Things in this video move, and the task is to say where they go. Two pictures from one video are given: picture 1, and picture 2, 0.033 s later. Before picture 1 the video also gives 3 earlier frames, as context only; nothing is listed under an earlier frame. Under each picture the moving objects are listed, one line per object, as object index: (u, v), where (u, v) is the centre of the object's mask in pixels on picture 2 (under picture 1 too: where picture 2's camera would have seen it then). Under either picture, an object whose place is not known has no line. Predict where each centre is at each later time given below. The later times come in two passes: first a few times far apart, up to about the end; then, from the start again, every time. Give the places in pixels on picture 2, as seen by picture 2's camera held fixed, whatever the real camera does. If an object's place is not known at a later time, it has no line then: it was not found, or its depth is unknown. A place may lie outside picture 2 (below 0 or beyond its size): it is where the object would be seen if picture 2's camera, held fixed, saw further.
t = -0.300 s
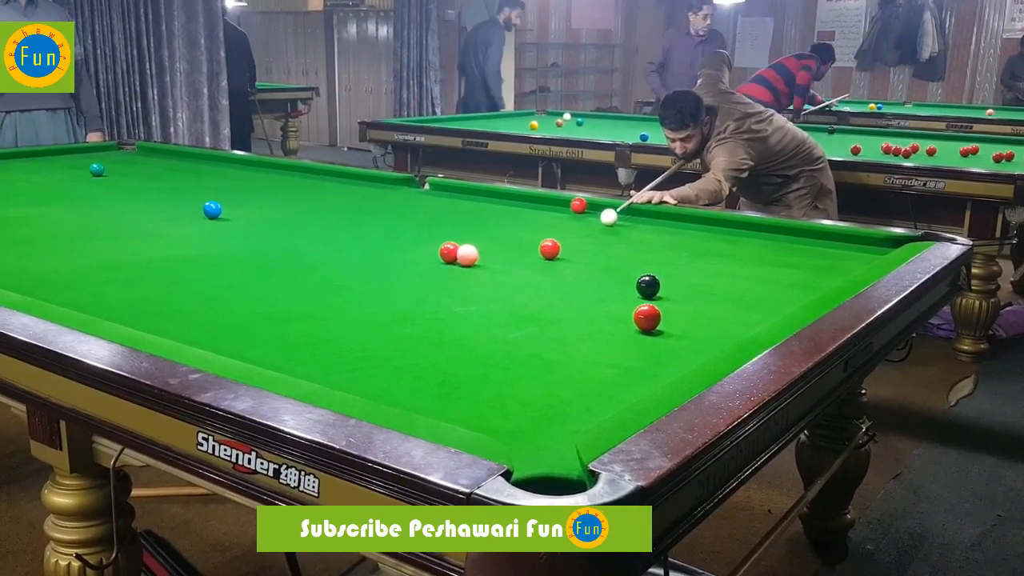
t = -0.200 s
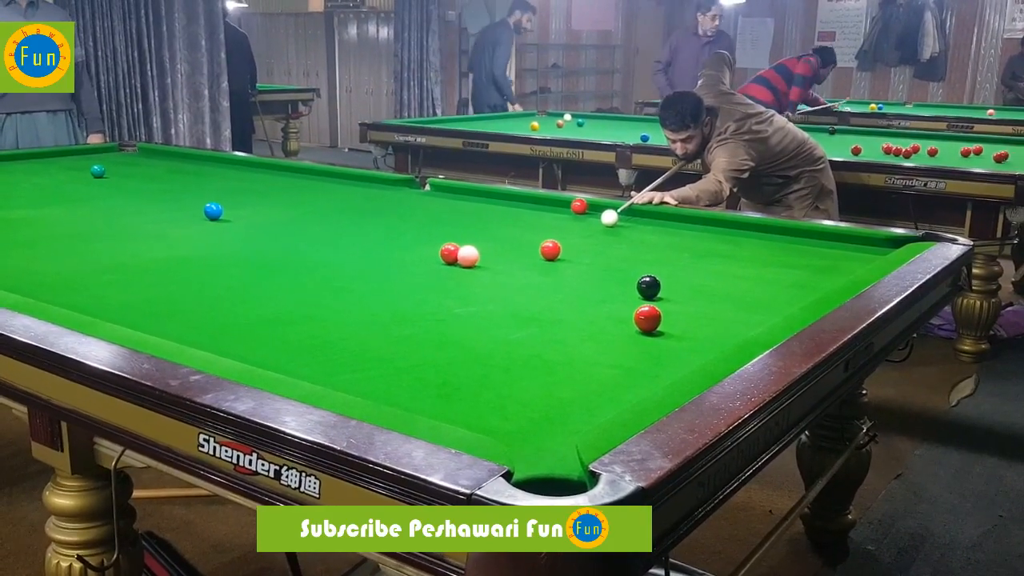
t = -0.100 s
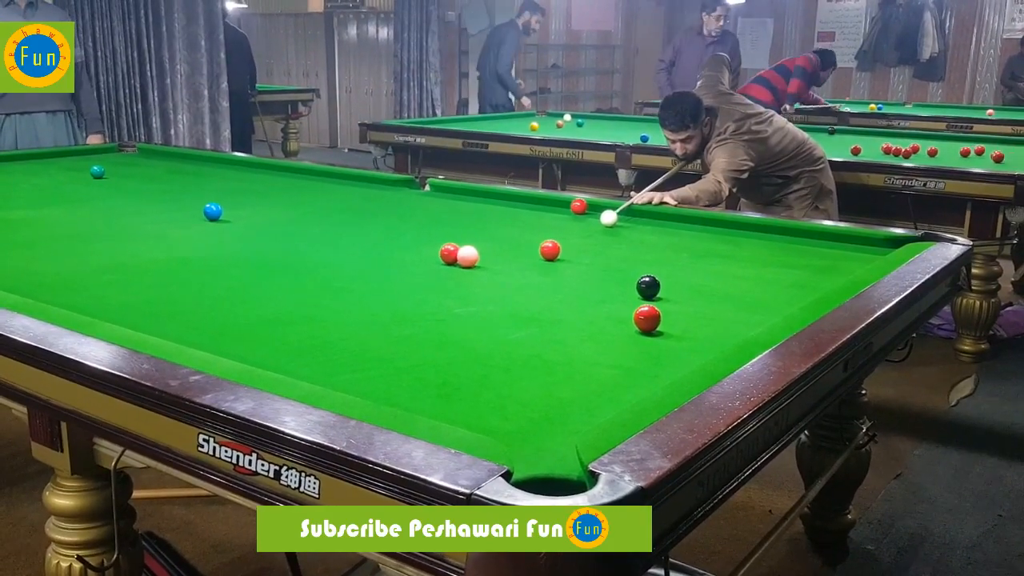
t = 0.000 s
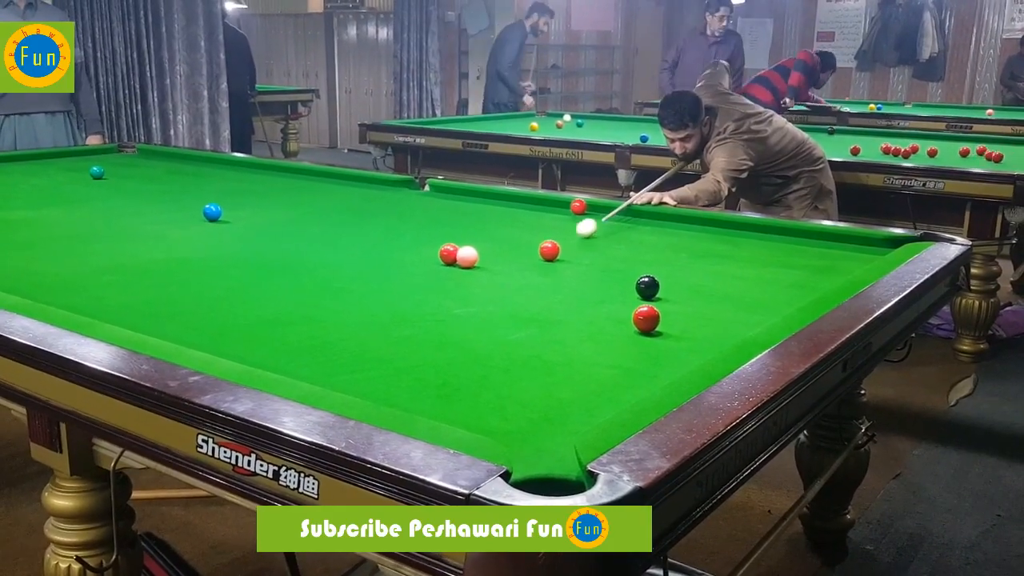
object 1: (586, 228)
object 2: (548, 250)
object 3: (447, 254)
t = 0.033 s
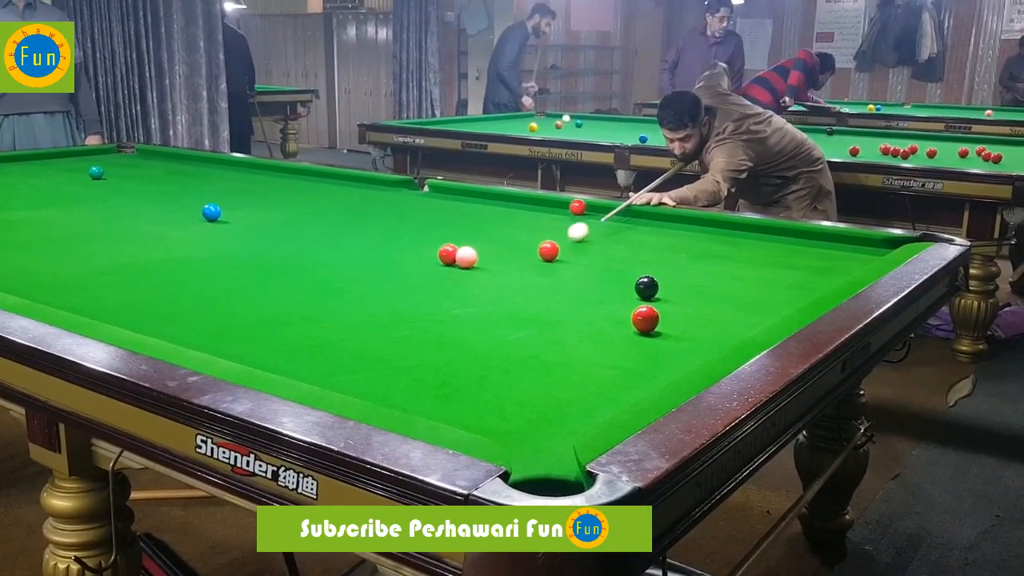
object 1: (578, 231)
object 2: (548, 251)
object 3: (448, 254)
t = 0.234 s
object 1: (529, 246)
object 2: (550, 257)
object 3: (448, 254)
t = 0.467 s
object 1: (468, 246)
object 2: (554, 280)
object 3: (447, 254)
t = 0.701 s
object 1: (446, 251)
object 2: (559, 303)
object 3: (412, 260)
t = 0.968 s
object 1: (426, 250)
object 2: (566, 337)
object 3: (374, 267)
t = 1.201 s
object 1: (410, 249)
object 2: (573, 372)
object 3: (342, 272)
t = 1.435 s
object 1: (396, 249)
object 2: (580, 415)
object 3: (309, 278)
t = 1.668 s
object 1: (384, 248)
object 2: (509, 433)
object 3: (279, 283)
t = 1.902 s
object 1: (375, 248)
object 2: (478, 417)
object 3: (249, 288)
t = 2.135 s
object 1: (368, 247)
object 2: (468, 394)
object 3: (221, 292)
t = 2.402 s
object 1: (362, 247)
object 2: (459, 372)
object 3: (192, 298)
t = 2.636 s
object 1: (359, 247)
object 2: (452, 357)
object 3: (168, 302)
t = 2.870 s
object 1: (358, 247)
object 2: (447, 344)
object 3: (147, 306)
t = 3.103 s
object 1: (359, 247)
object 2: (443, 334)
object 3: (129, 310)
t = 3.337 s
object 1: (359, 247)
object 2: (440, 325)
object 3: (113, 312)
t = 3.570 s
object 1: (359, 247)
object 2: (438, 318)
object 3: (101, 312)
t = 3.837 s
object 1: (358, 247)
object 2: (436, 311)
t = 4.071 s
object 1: (358, 247)
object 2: (433, 306)
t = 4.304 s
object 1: (359, 247)
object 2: (434, 302)
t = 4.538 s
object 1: (359, 247)
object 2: (434, 300)
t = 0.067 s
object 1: (571, 235)
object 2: (548, 250)
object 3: (448, 254)
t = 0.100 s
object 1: (563, 238)
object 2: (548, 251)
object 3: (448, 254)
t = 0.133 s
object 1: (557, 239)
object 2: (548, 251)
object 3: (448, 254)
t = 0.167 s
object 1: (546, 241)
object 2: (548, 251)
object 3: (448, 254)
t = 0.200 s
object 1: (536, 245)
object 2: (549, 254)
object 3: (448, 254)
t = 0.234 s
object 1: (529, 246)
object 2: (550, 257)
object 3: (448, 254)
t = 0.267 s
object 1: (520, 246)
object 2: (551, 261)
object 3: (448, 254)
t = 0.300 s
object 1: (512, 247)
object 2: (551, 264)
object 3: (448, 254)
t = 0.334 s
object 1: (503, 248)
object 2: (552, 267)
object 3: (447, 254)
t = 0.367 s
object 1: (494, 249)
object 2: (553, 270)
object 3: (448, 254)
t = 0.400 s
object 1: (485, 249)
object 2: (553, 273)
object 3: (448, 254)
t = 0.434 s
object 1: (478, 248)
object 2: (554, 276)
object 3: (448, 254)
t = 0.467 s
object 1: (468, 246)
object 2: (554, 280)
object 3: (447, 254)
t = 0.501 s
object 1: (463, 246)
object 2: (555, 282)
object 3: (442, 255)
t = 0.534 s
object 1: (459, 247)
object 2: (556, 286)
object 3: (436, 256)
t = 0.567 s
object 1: (456, 248)
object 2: (556, 289)
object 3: (431, 257)
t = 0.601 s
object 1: (453, 249)
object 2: (557, 293)
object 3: (426, 258)
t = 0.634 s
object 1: (451, 250)
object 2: (558, 296)
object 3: (421, 259)
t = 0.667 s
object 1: (449, 250)
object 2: (558, 300)
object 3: (417, 260)
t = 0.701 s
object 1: (446, 251)
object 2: (559, 303)
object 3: (412, 260)
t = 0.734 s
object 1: (444, 250)
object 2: (560, 307)
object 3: (407, 261)
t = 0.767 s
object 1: (441, 250)
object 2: (561, 311)
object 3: (402, 262)
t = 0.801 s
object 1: (438, 250)
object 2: (561, 315)
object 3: (397, 263)
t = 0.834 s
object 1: (436, 250)
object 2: (562, 319)
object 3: (393, 264)
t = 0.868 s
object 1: (433, 250)
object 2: (563, 323)
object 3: (388, 264)
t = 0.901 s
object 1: (431, 250)
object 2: (564, 328)
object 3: (383, 265)
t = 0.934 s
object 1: (428, 250)
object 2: (565, 332)
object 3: (379, 266)
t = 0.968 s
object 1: (426, 250)
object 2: (566, 337)
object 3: (374, 267)
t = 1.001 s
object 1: (423, 250)
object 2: (567, 342)
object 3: (369, 267)
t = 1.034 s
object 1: (421, 250)
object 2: (568, 346)
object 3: (365, 268)
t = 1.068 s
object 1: (419, 249)
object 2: (569, 351)
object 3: (360, 269)
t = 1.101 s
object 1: (416, 249)
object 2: (570, 356)
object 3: (355, 270)
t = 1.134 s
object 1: (414, 249)
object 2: (571, 361)
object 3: (351, 271)
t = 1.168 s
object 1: (412, 249)
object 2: (572, 367)
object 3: (346, 272)
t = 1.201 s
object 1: (410, 249)
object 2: (573, 372)
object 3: (342, 272)
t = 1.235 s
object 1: (408, 249)
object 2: (574, 378)
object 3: (337, 273)
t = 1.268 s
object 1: (406, 249)
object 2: (575, 384)
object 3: (332, 274)
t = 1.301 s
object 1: (404, 249)
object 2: (576, 390)
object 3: (328, 275)
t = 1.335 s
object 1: (402, 249)
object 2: (578, 397)
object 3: (323, 276)
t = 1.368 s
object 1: (400, 249)
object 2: (579, 403)
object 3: (318, 276)
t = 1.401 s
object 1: (398, 249)
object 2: (580, 410)
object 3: (314, 277)
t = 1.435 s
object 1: (396, 249)
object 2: (580, 415)
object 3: (309, 278)
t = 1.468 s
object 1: (394, 249)
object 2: (580, 420)
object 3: (305, 279)
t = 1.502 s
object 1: (392, 248)
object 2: (569, 424)
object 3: (300, 279)
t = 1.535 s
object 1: (391, 248)
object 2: (558, 427)
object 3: (296, 280)
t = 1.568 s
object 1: (389, 248)
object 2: (546, 429)
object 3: (292, 281)
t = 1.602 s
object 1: (387, 248)
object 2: (534, 430)
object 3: (287, 282)
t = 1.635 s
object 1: (386, 248)
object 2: (521, 432)
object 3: (283, 282)
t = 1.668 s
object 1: (384, 248)
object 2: (509, 433)
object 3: (279, 283)
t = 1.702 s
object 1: (383, 248)
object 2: (498, 431)
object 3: (274, 284)
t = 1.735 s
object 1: (382, 248)
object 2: (489, 430)
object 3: (270, 284)
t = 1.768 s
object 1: (380, 248)
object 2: (487, 427)
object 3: (266, 285)
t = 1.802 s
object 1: (379, 248)
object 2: (485, 424)
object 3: (262, 286)
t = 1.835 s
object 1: (378, 248)
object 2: (482, 422)
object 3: (257, 287)
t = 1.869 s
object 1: (376, 248)
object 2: (480, 419)
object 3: (253, 287)
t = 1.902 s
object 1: (375, 248)
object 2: (478, 417)
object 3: (249, 288)
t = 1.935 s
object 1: (374, 248)
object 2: (477, 414)
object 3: (245, 289)
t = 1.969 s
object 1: (373, 248)
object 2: (475, 410)
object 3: (241, 289)
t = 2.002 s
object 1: (372, 248)
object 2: (474, 407)
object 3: (237, 290)
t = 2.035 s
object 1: (371, 248)
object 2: (473, 403)
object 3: (233, 290)
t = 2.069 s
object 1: (370, 248)
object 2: (471, 400)
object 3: (229, 291)
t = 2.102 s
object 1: (369, 247)
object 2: (470, 397)
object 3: (225, 292)
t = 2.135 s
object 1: (368, 247)
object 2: (468, 394)
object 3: (221, 292)
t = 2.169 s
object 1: (367, 247)
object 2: (467, 391)
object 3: (217, 293)
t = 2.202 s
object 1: (366, 247)
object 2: (466, 388)
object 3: (213, 294)
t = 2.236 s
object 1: (366, 247)
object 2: (465, 385)
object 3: (210, 294)
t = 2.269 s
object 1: (365, 247)
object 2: (463, 383)
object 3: (206, 295)
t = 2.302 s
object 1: (364, 247)
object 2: (462, 380)
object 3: (202, 296)
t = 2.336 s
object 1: (363, 247)
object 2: (461, 377)
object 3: (198, 296)
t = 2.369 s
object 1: (363, 247)
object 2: (460, 375)
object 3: (195, 297)
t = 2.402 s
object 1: (362, 247)
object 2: (459, 372)
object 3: (192, 298)
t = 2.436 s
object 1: (362, 247)
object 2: (458, 370)
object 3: (188, 298)
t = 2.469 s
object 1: (361, 247)
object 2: (457, 368)
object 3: (185, 299)
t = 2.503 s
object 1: (361, 247)
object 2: (456, 365)
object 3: (181, 299)
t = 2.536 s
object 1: (360, 247)
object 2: (455, 363)
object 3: (178, 300)
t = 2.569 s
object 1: (360, 247)
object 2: (454, 361)
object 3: (174, 301)
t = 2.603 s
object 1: (360, 247)
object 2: (453, 359)
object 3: (171, 301)
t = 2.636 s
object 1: (359, 247)
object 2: (452, 357)
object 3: (168, 302)
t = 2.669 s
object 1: (359, 247)
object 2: (451, 355)
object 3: (165, 302)
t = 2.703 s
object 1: (359, 247)
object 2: (451, 353)
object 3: (162, 303)
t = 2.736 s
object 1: (359, 247)
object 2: (450, 351)
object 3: (159, 304)
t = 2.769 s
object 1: (358, 247)
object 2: (449, 349)
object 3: (156, 304)
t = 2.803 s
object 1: (358, 247)
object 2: (448, 348)
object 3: (153, 305)
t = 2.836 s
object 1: (358, 247)
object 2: (448, 346)
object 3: (150, 305)
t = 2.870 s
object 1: (358, 247)
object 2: (447, 344)
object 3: (147, 306)
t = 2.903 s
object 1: (358, 247)
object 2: (446, 343)
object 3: (144, 307)
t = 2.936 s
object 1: (358, 247)
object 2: (446, 341)
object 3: (141, 307)
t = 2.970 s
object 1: (358, 247)
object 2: (445, 340)
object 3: (139, 308)
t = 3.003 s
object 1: (359, 247)
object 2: (445, 338)
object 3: (136, 308)
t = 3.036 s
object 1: (359, 247)
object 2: (444, 337)
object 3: (133, 309)
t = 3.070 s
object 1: (359, 247)
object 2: (444, 335)
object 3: (131, 309)
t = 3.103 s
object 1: (359, 247)
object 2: (443, 334)
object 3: (129, 310)
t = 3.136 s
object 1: (359, 247)
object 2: (443, 333)
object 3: (126, 311)
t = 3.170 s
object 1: (359, 246)
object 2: (442, 331)
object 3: (123, 311)
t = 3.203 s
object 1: (359, 247)
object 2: (442, 330)
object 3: (121, 311)
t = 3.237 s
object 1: (358, 247)
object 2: (441, 329)
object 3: (119, 312)
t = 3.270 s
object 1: (358, 247)
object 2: (440, 328)
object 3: (117, 312)
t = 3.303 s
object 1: (358, 247)
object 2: (440, 327)
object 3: (115, 312)
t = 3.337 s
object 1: (359, 247)
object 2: (440, 325)
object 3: (113, 312)
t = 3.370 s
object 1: (358, 247)
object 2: (440, 324)
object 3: (111, 312)
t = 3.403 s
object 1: (358, 247)
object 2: (439, 323)
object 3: (109, 312)
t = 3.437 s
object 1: (359, 247)
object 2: (439, 322)
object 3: (107, 312)
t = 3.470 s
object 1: (358, 247)
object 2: (438, 321)
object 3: (106, 312)
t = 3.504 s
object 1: (358, 247)
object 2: (438, 320)
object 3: (104, 312)
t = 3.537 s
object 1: (359, 247)
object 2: (438, 319)
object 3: (103, 312)
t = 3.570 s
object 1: (359, 247)
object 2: (438, 318)
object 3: (101, 312)
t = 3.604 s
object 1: (359, 247)
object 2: (438, 316)
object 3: (99, 312)
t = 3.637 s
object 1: (359, 247)
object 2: (437, 316)
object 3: (98, 312)
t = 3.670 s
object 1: (359, 247)
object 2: (437, 315)
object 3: (96, 313)
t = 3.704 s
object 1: (359, 247)
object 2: (437, 314)
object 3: (95, 313)
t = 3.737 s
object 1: (359, 247)
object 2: (437, 313)
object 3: (94, 313)
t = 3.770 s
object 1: (359, 247)
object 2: (436, 312)
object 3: (92, 313)
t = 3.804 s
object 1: (359, 247)
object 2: (436, 312)
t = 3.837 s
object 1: (358, 247)
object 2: (436, 311)
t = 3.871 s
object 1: (358, 247)
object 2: (435, 310)
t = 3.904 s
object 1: (358, 247)
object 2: (435, 309)
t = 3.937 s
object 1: (358, 247)
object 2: (434, 309)
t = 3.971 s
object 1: (358, 247)
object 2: (434, 308)
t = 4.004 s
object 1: (358, 247)
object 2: (434, 307)
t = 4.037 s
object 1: (358, 247)
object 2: (434, 307)
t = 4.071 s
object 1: (358, 247)
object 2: (433, 306)
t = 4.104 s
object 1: (358, 247)
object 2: (434, 305)
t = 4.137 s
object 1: (358, 247)
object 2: (434, 305)
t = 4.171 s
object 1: (358, 247)
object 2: (434, 304)
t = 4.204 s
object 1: (358, 247)
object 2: (434, 304)
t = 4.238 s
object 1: (359, 247)
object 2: (434, 303)
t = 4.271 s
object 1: (359, 247)
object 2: (434, 302)
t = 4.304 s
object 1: (359, 247)
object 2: (434, 302)
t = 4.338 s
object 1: (359, 247)
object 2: (434, 302)
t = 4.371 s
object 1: (359, 247)
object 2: (435, 301)
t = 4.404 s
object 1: (359, 247)
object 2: (434, 301)
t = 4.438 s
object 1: (359, 247)
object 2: (434, 301)
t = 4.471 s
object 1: (359, 247)
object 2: (434, 300)
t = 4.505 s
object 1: (359, 247)
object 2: (434, 300)
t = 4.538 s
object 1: (359, 247)
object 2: (434, 300)
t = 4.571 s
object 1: (359, 247)
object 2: (434, 299)
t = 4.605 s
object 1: (359, 247)
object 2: (434, 299)
